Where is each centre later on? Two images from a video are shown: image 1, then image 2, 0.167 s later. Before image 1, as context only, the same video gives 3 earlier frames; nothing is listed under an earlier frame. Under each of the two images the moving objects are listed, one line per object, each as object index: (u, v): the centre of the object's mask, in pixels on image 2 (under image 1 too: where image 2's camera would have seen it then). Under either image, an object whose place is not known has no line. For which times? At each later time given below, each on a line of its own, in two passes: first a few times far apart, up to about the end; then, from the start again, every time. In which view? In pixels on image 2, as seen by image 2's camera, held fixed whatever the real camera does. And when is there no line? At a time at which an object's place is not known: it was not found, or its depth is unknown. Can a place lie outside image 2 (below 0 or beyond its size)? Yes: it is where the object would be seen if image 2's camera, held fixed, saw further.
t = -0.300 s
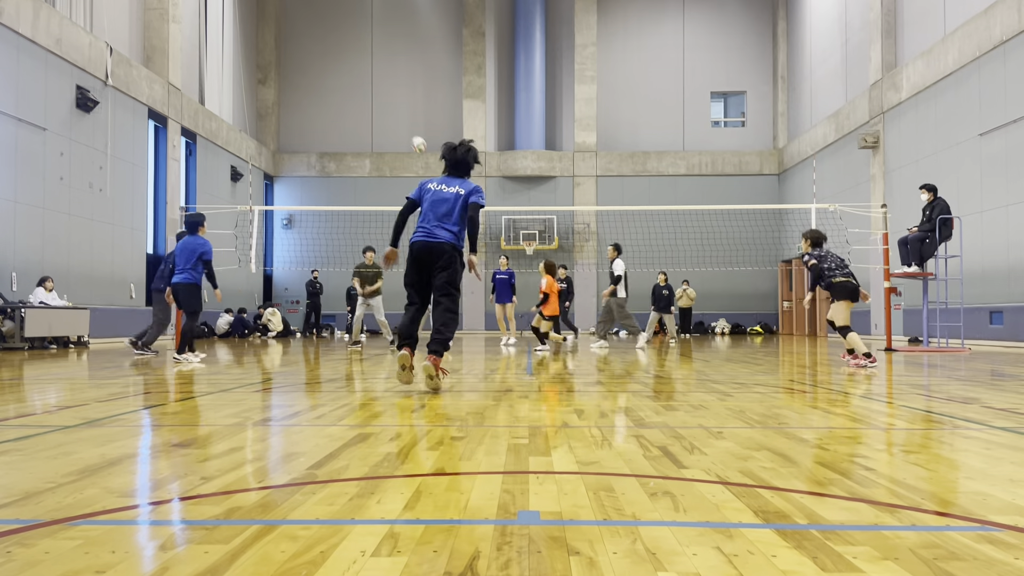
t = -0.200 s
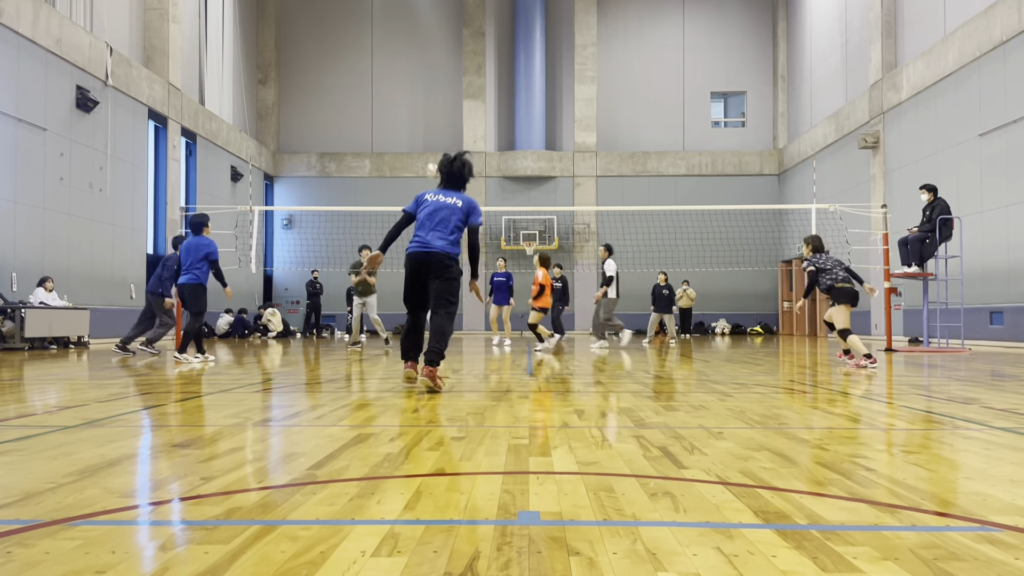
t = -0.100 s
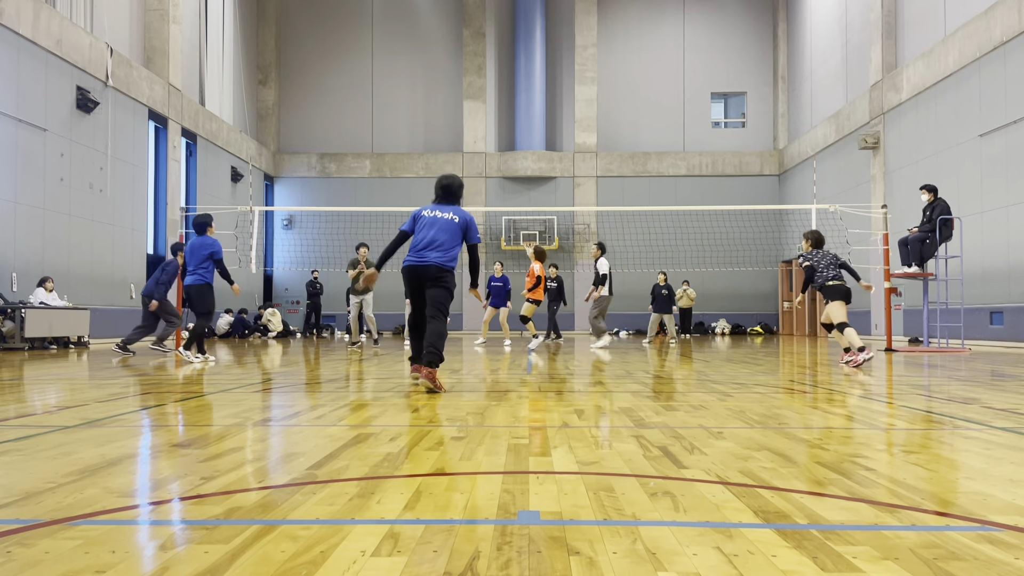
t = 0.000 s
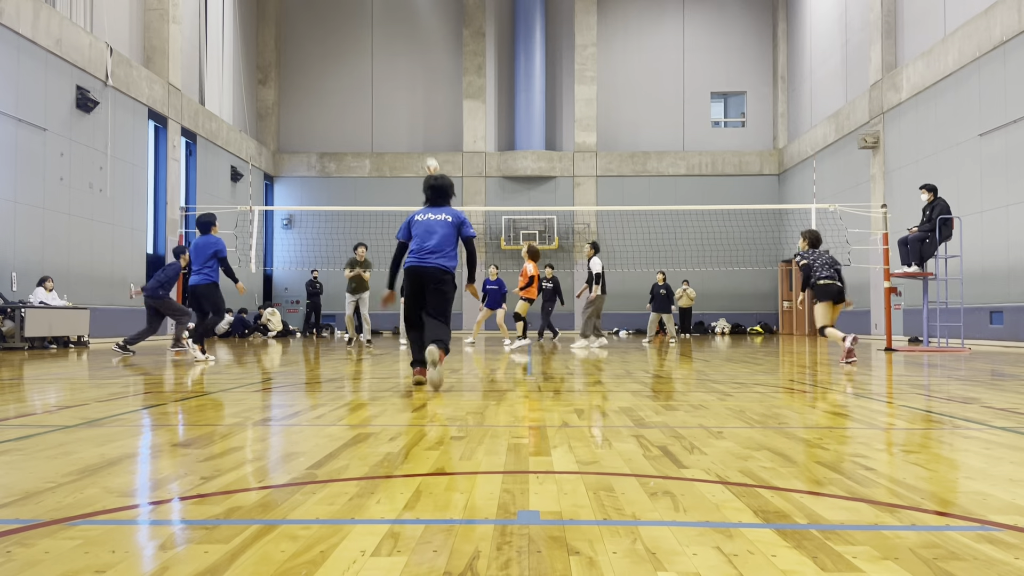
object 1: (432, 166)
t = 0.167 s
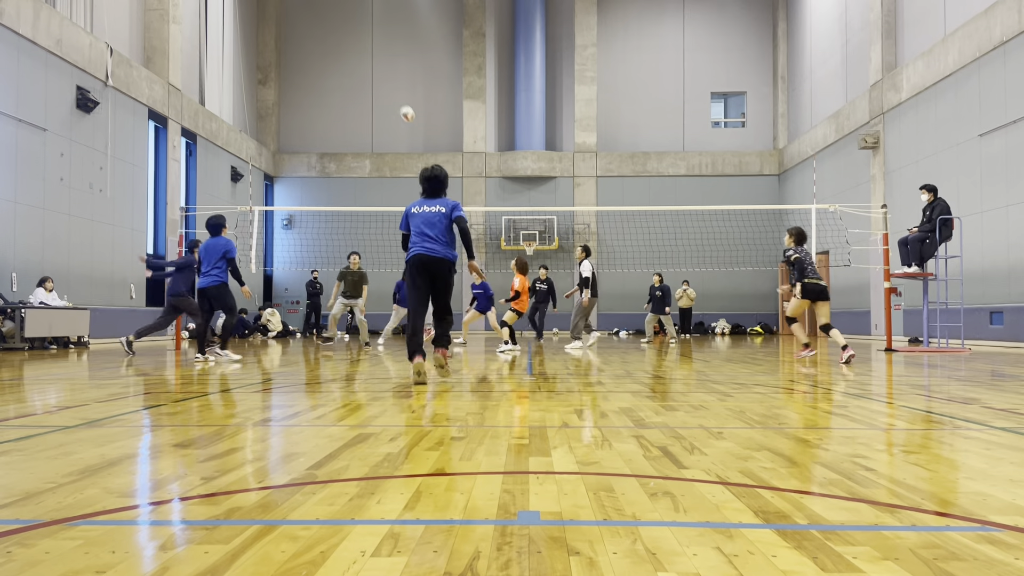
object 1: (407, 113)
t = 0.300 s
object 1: (387, 85)
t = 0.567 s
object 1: (349, 63)
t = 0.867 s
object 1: (306, 92)
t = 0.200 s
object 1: (402, 105)
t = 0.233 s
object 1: (397, 98)
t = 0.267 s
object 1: (392, 91)
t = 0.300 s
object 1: (387, 85)
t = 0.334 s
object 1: (382, 80)
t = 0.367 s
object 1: (377, 76)
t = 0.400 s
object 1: (372, 72)
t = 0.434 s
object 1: (367, 69)
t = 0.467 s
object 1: (363, 67)
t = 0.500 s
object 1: (358, 64)
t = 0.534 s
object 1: (353, 64)
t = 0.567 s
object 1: (349, 63)
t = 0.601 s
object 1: (344, 64)
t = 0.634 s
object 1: (339, 65)
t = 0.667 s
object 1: (334, 67)
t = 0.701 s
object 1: (330, 69)
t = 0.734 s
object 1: (325, 73)
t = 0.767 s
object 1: (320, 76)
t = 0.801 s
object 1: (315, 81)
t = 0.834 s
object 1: (311, 86)
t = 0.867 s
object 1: (306, 92)
